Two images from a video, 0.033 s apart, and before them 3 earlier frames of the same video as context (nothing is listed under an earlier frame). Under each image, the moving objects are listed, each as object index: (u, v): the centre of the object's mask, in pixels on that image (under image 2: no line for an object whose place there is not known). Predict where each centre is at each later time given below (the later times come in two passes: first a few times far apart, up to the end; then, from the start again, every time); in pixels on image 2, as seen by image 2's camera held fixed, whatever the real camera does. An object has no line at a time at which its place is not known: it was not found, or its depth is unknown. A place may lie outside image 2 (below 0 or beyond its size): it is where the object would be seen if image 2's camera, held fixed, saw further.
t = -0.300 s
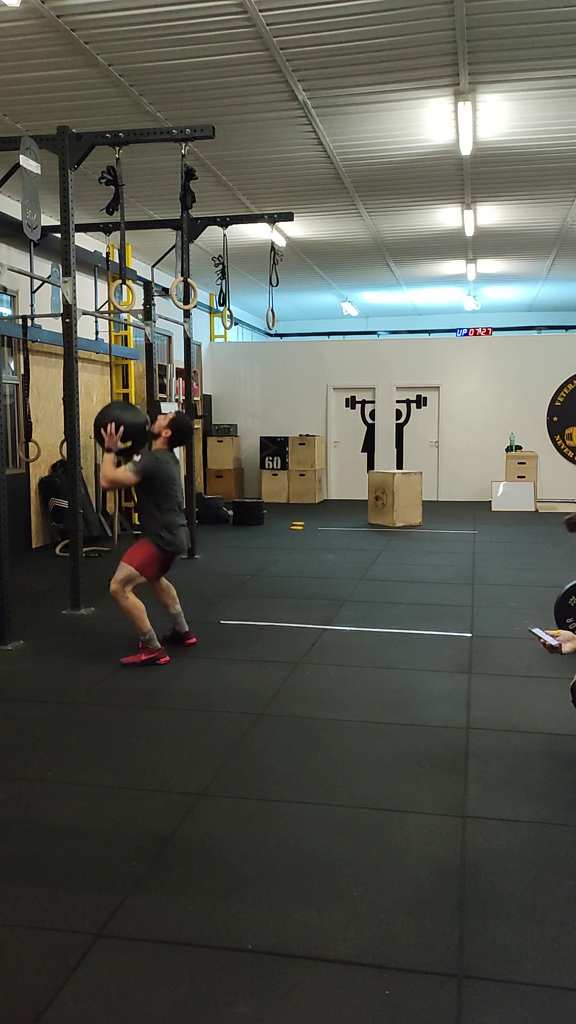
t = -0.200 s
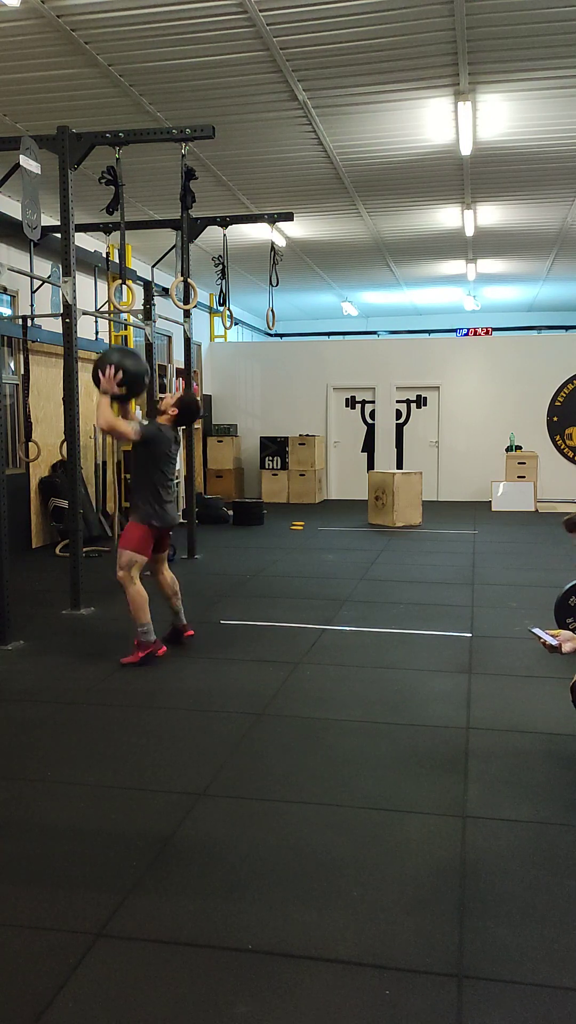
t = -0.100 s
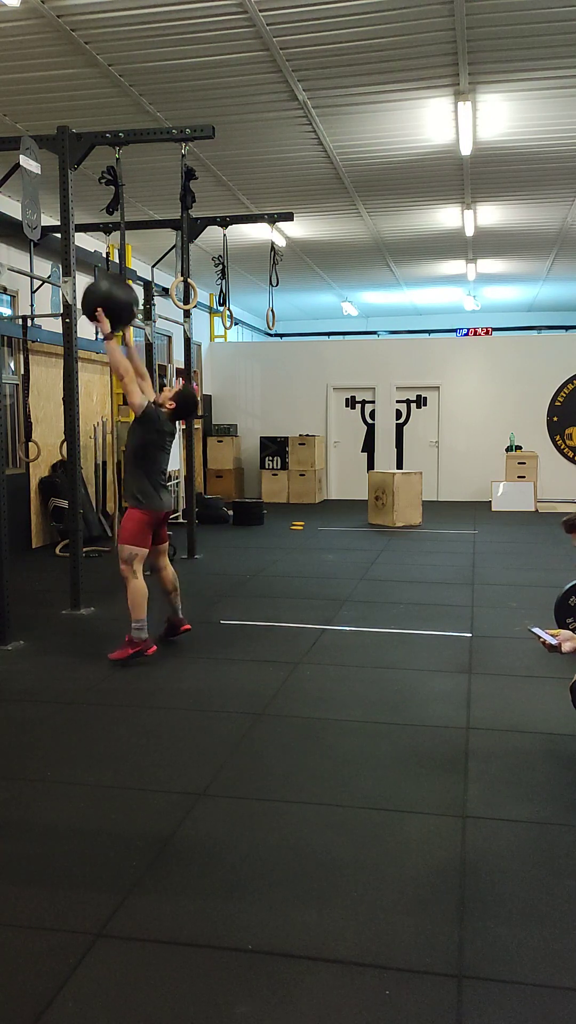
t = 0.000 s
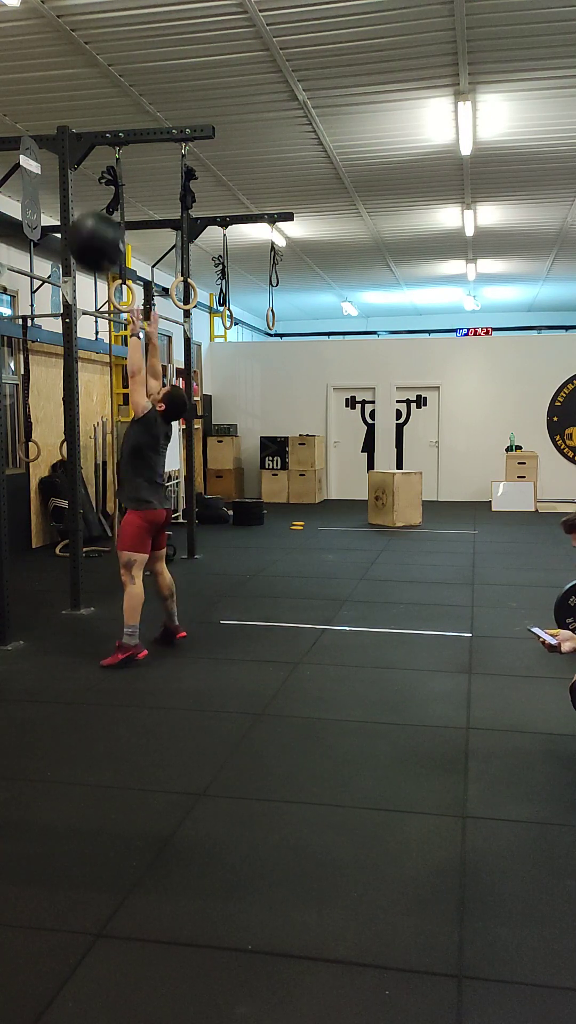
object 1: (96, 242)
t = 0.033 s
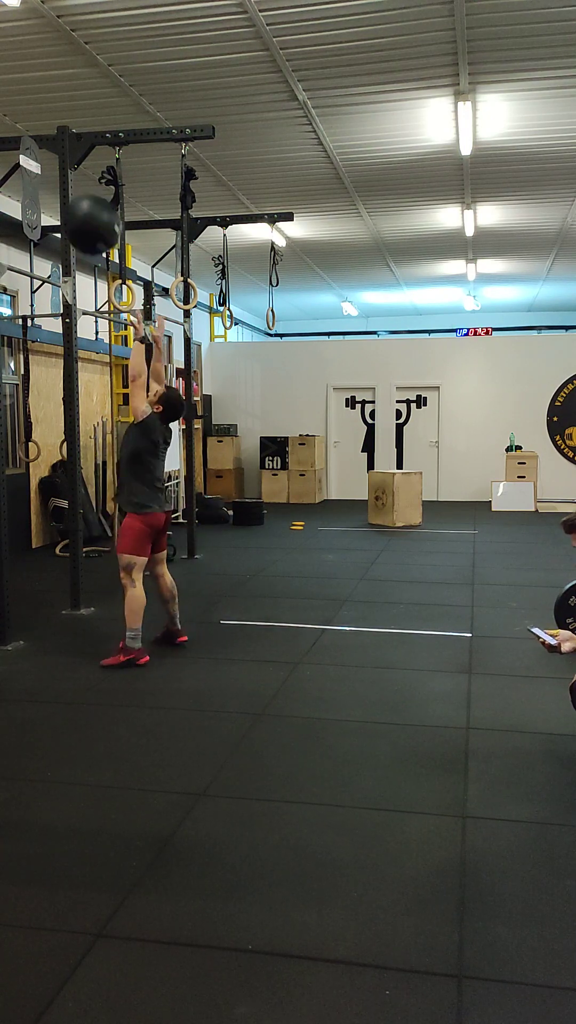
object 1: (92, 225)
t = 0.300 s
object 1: (55, 156)
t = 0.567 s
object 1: (68, 192)
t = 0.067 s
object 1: (87, 209)
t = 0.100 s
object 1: (83, 196)
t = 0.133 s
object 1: (78, 185)
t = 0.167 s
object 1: (73, 176)
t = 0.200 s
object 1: (69, 167)
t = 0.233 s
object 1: (64, 162)
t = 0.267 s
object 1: (60, 158)
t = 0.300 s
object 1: (55, 156)
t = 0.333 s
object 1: (53, 155)
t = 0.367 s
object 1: (53, 155)
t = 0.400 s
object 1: (54, 156)
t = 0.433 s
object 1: (56, 159)
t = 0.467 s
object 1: (60, 165)
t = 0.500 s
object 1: (63, 172)
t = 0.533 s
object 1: (65, 182)
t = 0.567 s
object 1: (68, 192)
